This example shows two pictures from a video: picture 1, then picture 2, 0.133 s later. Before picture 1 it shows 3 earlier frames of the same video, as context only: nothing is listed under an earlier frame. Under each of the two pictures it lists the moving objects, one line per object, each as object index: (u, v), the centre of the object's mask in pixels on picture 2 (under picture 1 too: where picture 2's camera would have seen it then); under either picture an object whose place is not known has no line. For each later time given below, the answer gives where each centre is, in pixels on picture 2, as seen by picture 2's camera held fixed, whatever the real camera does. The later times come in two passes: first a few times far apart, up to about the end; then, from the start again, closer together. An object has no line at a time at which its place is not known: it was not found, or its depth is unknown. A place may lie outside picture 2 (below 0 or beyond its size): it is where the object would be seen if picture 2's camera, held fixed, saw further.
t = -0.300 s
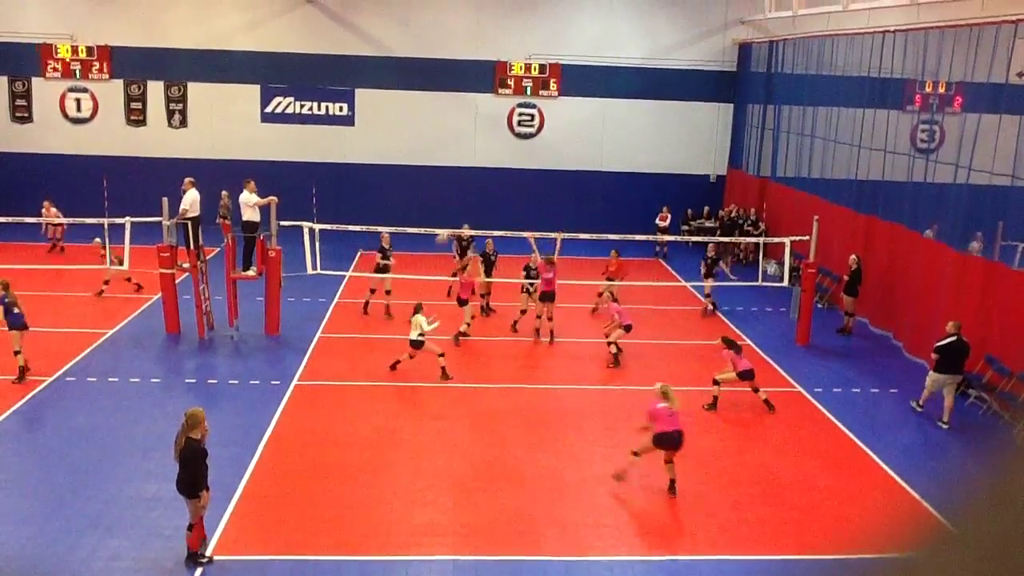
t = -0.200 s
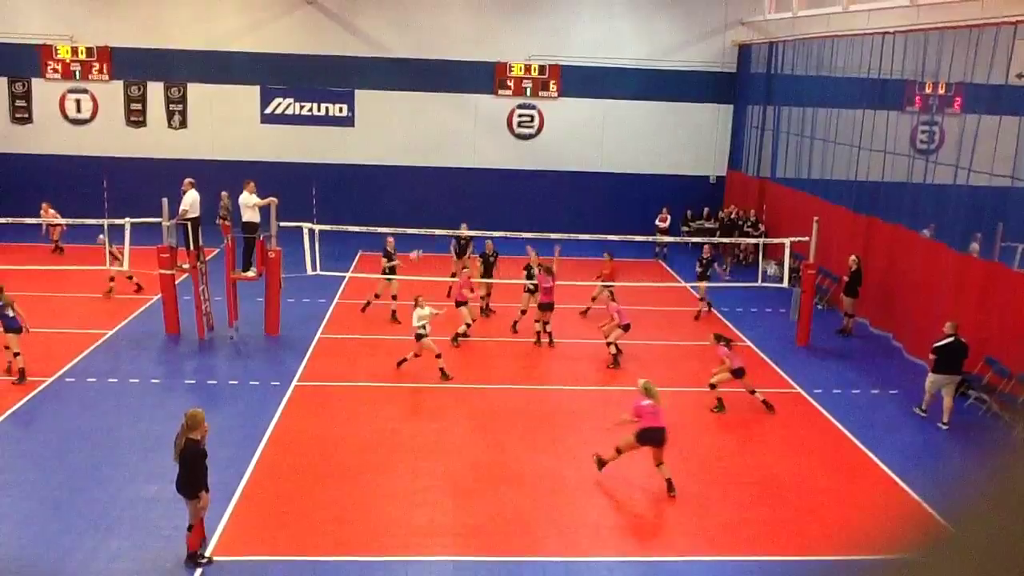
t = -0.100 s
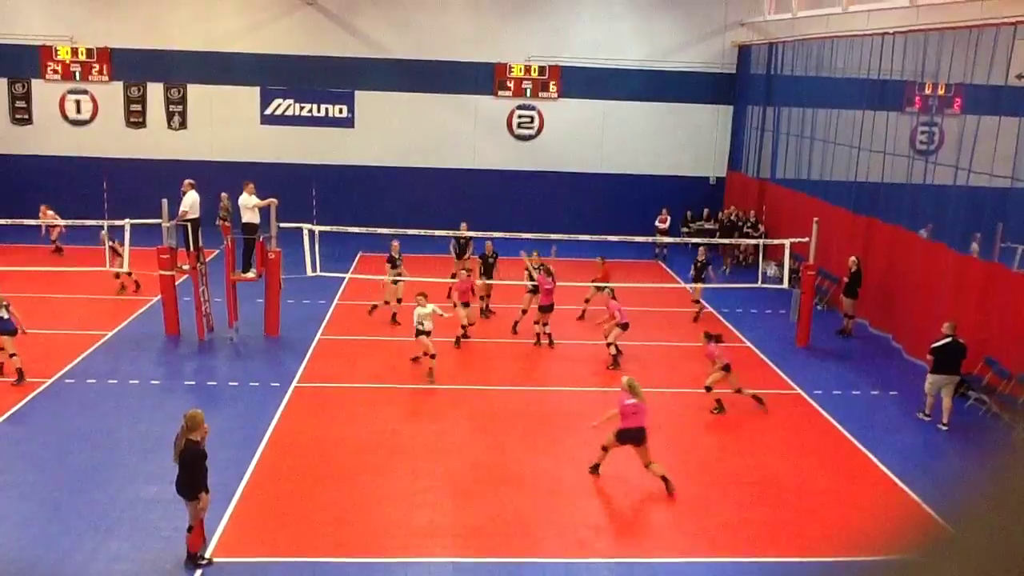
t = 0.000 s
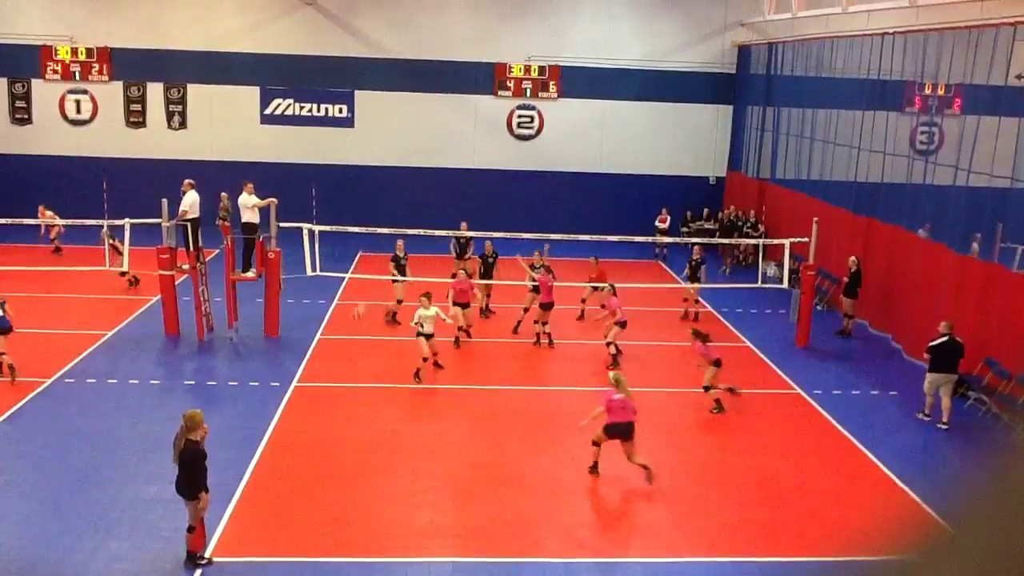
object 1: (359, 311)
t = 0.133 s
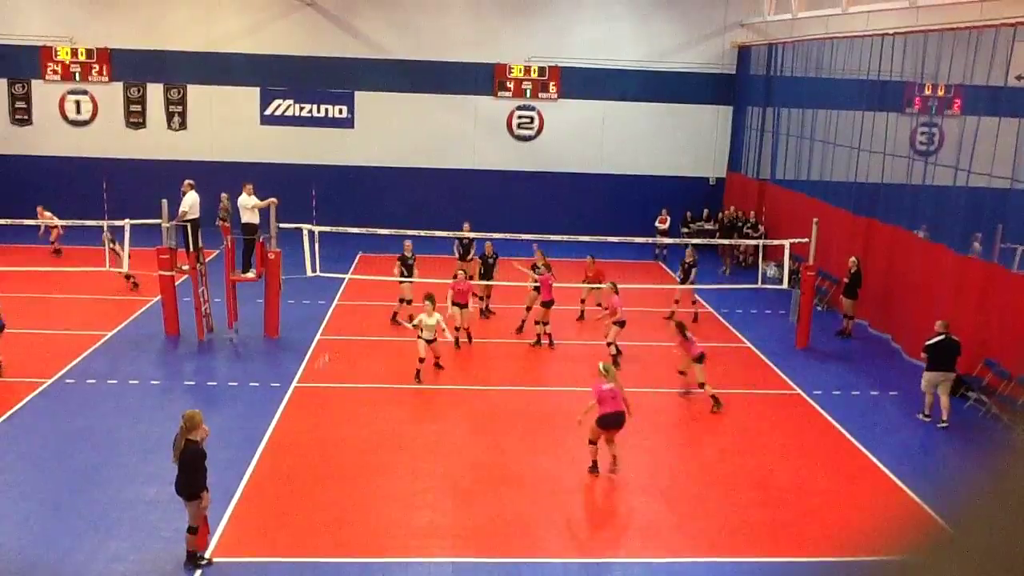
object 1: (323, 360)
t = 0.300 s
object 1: (280, 396)
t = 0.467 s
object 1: (249, 371)
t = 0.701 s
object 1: (201, 363)
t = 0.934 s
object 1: (152, 392)
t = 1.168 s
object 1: (102, 464)
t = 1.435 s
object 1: (35, 464)
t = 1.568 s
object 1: (2, 468)
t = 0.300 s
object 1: (280, 396)
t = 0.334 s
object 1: (275, 391)
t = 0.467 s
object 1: (249, 371)
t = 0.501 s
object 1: (242, 368)
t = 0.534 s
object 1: (235, 365)
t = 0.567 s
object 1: (228, 363)
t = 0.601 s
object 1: (221, 362)
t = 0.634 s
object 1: (214, 362)
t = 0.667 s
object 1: (208, 362)
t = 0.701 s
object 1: (201, 363)
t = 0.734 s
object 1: (194, 364)
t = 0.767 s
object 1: (187, 368)
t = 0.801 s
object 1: (180, 370)
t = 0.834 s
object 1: (174, 374)
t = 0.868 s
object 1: (166, 380)
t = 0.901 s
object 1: (158, 386)
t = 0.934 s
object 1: (152, 392)
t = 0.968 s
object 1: (144, 400)
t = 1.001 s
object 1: (137, 409)
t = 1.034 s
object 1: (130, 418)
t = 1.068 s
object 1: (122, 428)
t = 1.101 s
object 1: (117, 439)
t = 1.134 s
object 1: (109, 451)
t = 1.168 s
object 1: (102, 464)
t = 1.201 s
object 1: (95, 481)
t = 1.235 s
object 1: (85, 480)
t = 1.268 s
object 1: (79, 476)
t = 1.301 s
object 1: (69, 471)
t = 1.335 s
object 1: (61, 469)
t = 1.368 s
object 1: (53, 466)
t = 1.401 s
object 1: (42, 464)
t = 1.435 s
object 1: (35, 464)
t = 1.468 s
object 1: (25, 463)
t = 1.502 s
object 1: (18, 464)
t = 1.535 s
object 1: (7, 466)
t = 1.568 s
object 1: (2, 468)
